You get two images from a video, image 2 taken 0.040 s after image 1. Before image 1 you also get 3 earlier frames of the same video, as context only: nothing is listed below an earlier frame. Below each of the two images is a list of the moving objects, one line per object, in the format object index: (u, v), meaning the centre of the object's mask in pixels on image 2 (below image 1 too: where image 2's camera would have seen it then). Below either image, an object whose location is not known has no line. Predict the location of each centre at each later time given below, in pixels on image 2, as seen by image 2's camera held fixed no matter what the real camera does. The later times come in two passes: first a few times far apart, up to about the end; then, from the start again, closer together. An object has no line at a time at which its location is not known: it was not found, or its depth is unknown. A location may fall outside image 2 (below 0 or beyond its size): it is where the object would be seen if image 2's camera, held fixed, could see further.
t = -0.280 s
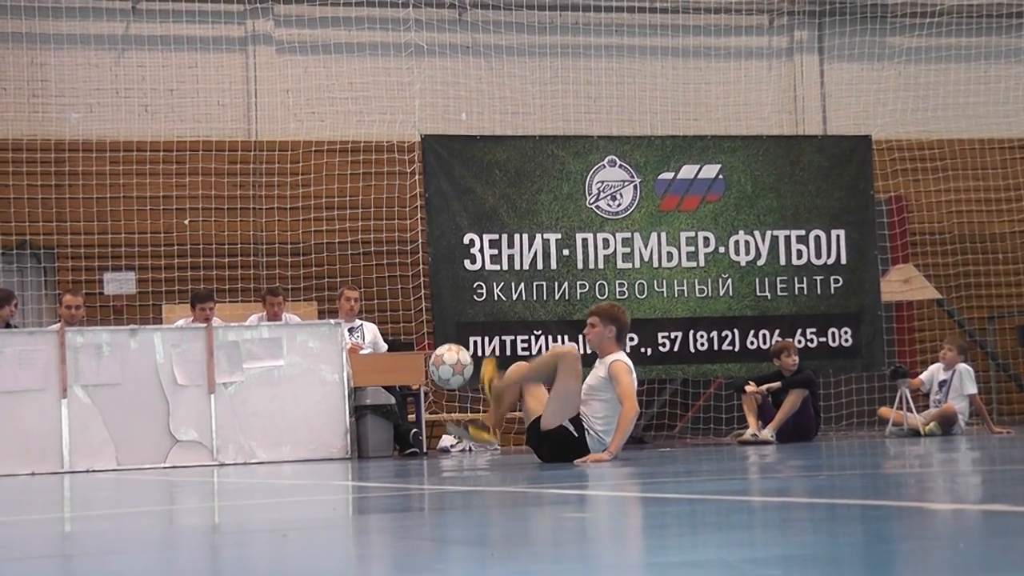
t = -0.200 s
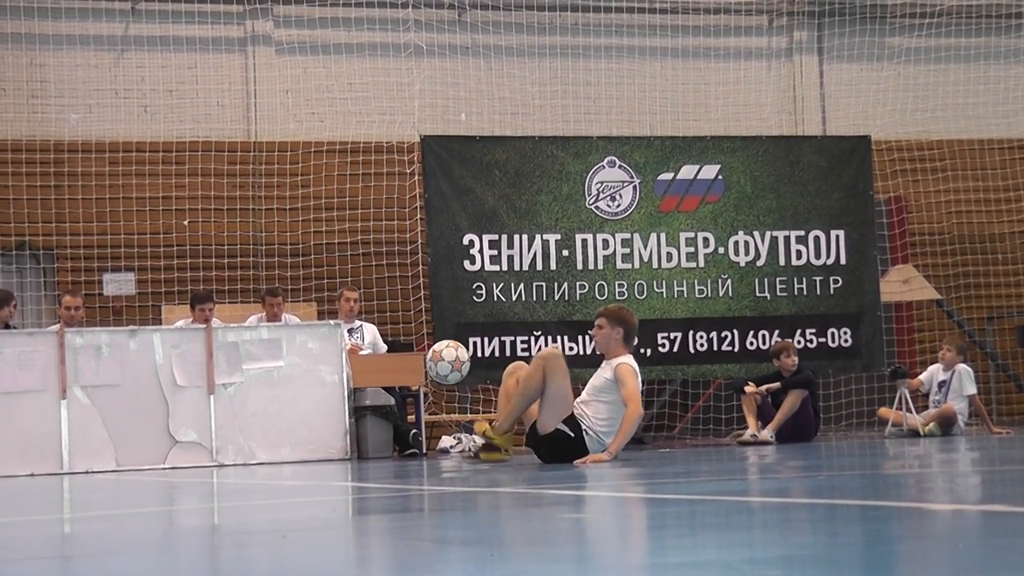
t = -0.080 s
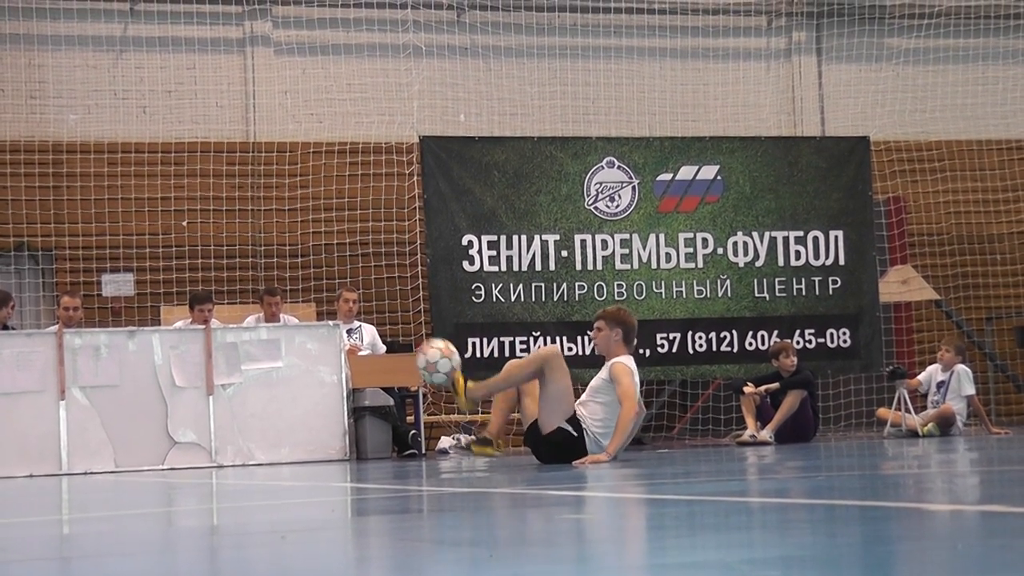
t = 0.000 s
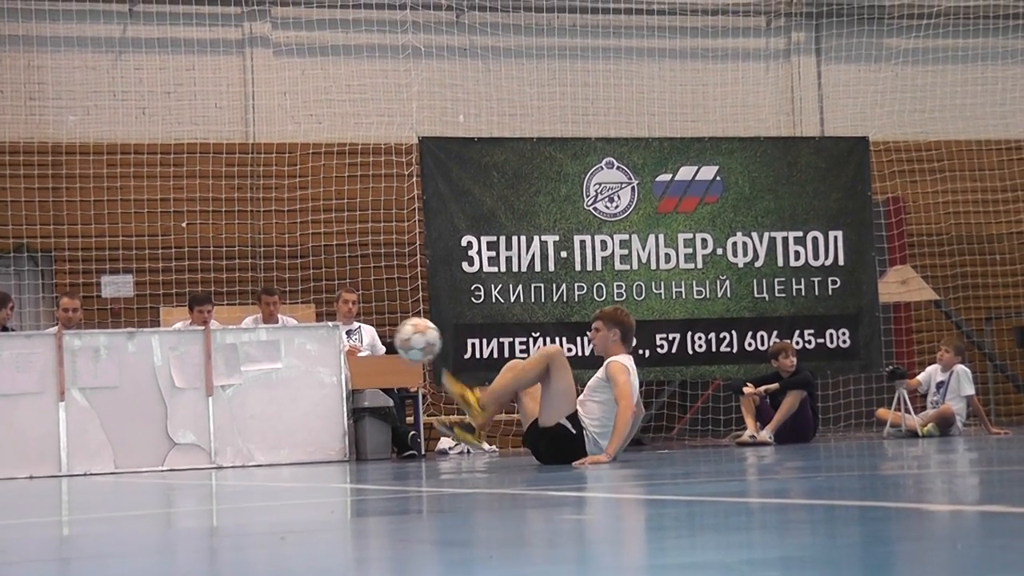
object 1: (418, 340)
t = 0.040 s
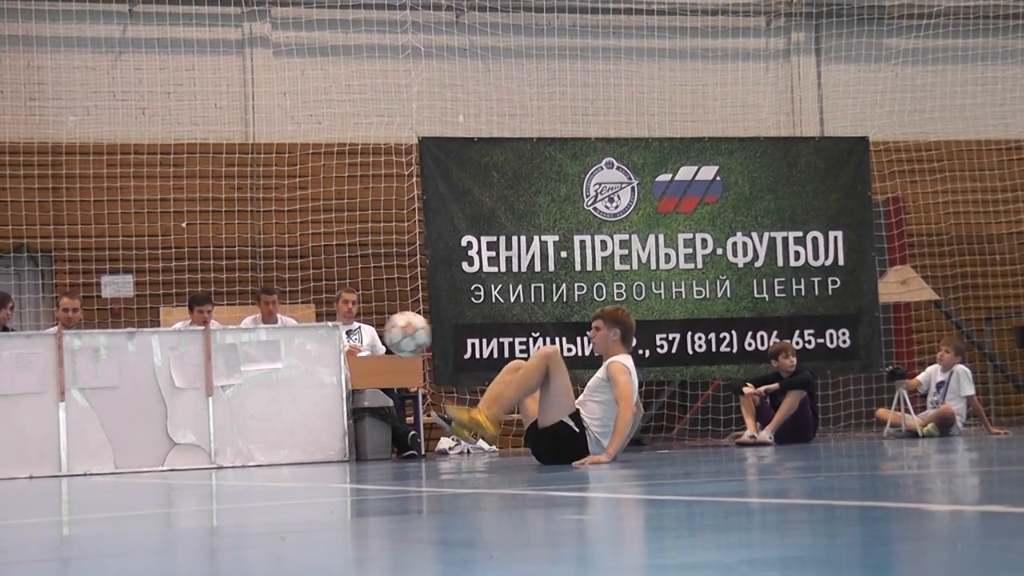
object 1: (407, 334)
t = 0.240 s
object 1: (356, 351)
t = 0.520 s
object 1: (283, 414)
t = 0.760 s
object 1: (236, 367)
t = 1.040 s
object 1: (177, 452)
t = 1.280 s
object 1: (119, 399)
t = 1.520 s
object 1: (59, 460)
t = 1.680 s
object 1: (27, 429)
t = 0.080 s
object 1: (397, 331)
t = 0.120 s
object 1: (386, 331)
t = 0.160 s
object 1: (376, 334)
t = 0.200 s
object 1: (366, 341)
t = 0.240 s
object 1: (356, 351)
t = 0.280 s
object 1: (344, 367)
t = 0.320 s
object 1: (334, 385)
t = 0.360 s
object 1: (321, 407)
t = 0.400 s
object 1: (311, 434)
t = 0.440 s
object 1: (300, 457)
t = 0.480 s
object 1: (292, 433)
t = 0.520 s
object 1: (283, 414)
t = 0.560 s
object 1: (275, 396)
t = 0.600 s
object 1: (267, 384)
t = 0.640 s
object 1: (260, 375)
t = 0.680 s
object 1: (253, 369)
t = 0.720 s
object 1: (244, 366)
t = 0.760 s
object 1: (236, 367)
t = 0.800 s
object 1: (228, 372)
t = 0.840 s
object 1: (220, 381)
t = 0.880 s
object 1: (212, 395)
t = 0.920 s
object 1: (203, 412)
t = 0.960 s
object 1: (195, 436)
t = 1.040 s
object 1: (177, 452)
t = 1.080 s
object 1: (167, 434)
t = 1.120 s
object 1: (157, 417)
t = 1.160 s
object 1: (148, 407)
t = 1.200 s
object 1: (139, 401)
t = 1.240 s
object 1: (129, 398)
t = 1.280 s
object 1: (119, 399)
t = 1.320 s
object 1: (110, 404)
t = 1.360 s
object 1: (101, 414)
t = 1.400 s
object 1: (91, 428)
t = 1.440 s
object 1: (80, 448)
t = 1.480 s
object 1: (70, 472)
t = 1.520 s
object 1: (59, 460)
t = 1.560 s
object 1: (48, 448)
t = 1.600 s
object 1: (39, 437)
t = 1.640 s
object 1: (32, 430)
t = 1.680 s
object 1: (27, 429)
